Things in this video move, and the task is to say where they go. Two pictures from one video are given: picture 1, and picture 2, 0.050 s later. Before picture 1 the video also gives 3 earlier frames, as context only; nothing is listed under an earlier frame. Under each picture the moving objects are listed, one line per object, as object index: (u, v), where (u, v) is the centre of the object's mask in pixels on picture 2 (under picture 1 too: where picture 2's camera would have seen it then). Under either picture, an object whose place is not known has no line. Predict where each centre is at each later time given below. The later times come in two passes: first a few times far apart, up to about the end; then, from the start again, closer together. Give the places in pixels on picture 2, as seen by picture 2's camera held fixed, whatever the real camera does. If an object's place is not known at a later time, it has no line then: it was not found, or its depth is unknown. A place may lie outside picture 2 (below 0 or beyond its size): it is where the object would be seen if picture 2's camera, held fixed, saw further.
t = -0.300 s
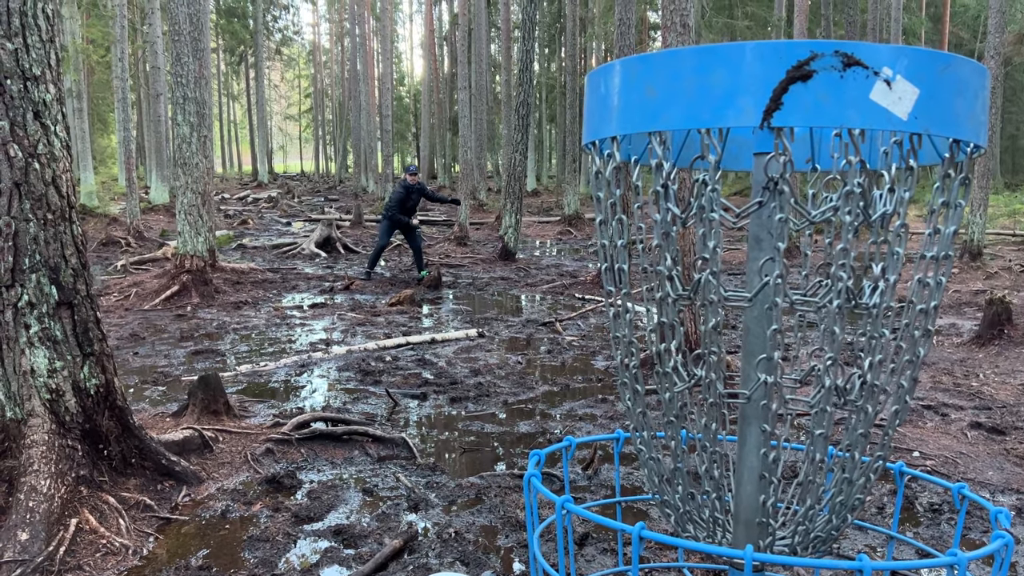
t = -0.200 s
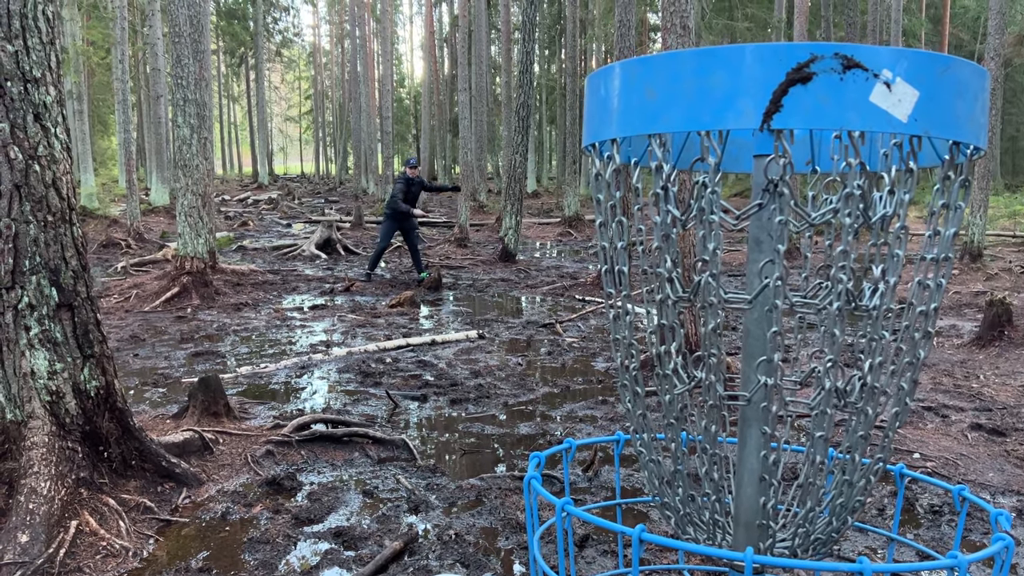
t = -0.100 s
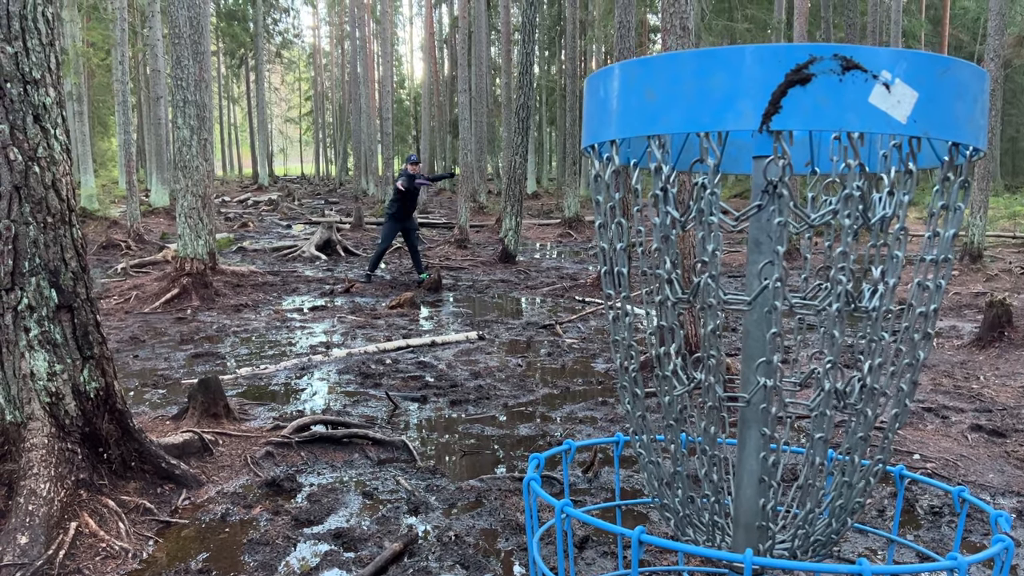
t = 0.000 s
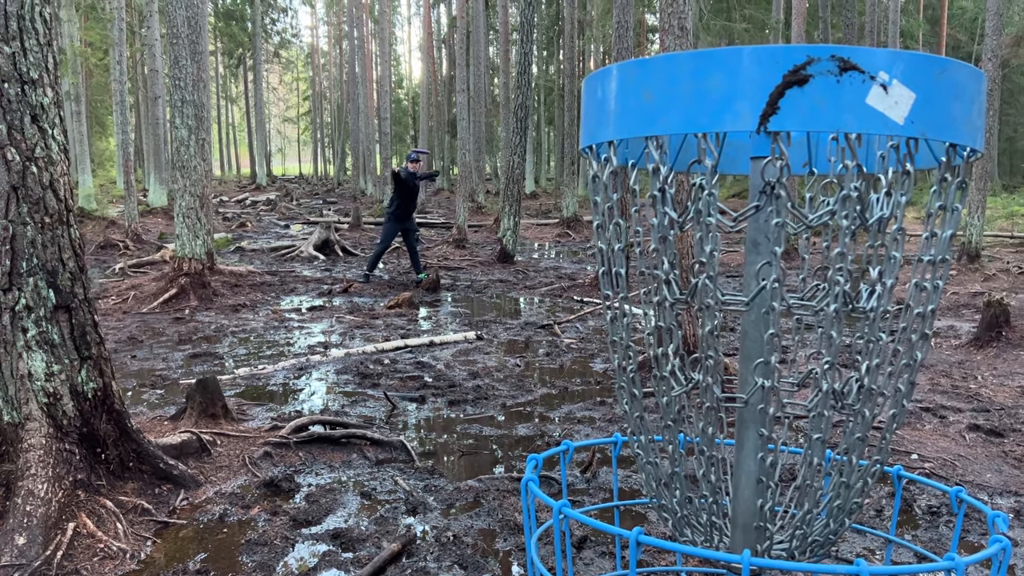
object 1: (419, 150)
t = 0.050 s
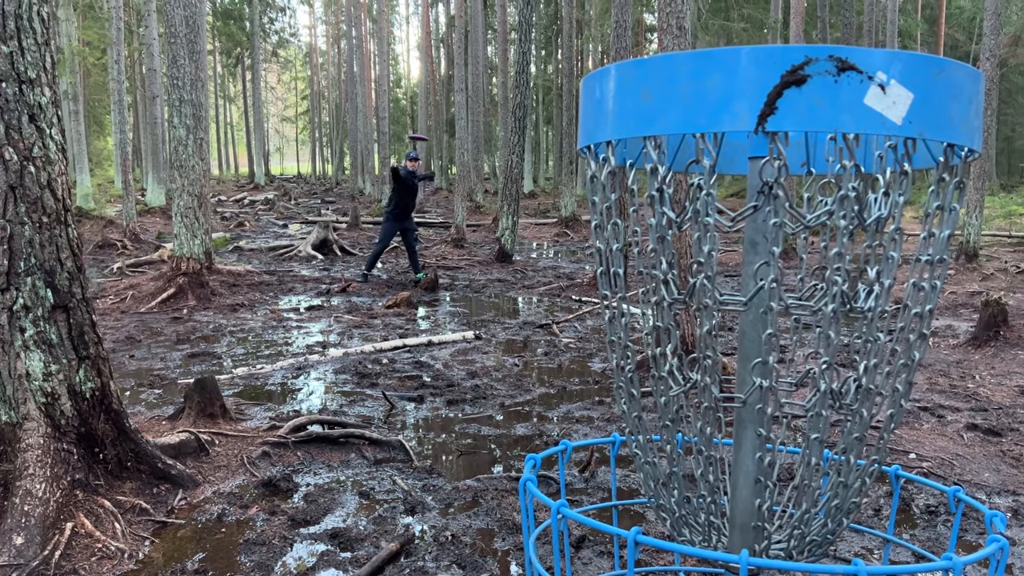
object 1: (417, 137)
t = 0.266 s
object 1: (414, 100)
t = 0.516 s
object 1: (414, 87)
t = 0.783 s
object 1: (445, 129)
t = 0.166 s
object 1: (416, 114)
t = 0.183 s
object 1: (415, 111)
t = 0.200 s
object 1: (415, 108)
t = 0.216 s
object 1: (414, 106)
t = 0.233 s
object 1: (415, 104)
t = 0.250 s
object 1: (415, 102)
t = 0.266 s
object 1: (414, 100)
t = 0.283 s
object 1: (413, 98)
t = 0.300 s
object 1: (413, 96)
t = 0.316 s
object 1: (414, 95)
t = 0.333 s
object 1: (413, 93)
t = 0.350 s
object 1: (413, 92)
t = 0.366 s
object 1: (413, 91)
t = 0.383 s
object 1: (413, 90)
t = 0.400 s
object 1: (413, 89)
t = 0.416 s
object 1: (413, 88)
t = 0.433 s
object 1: (413, 88)
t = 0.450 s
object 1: (413, 87)
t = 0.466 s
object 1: (413, 87)
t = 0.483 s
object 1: (413, 87)
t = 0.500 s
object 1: (413, 87)
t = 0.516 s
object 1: (414, 87)
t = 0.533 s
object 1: (415, 87)
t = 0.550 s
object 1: (415, 88)
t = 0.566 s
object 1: (416, 89)
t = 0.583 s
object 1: (417, 90)
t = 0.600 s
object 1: (418, 91)
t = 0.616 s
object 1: (418, 92)
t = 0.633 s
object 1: (420, 94)
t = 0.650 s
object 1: (421, 96)
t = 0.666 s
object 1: (422, 98)
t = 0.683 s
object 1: (424, 101)
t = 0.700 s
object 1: (427, 104)
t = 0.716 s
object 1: (430, 108)
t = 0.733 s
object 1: (433, 112)
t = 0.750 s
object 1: (436, 117)
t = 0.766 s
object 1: (440, 122)
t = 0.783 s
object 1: (445, 129)
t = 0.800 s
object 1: (450, 136)
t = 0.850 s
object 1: (472, 164)
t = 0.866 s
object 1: (483, 176)
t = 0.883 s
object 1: (494, 190)
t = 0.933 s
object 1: (539, 248)
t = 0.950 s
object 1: (557, 274)
